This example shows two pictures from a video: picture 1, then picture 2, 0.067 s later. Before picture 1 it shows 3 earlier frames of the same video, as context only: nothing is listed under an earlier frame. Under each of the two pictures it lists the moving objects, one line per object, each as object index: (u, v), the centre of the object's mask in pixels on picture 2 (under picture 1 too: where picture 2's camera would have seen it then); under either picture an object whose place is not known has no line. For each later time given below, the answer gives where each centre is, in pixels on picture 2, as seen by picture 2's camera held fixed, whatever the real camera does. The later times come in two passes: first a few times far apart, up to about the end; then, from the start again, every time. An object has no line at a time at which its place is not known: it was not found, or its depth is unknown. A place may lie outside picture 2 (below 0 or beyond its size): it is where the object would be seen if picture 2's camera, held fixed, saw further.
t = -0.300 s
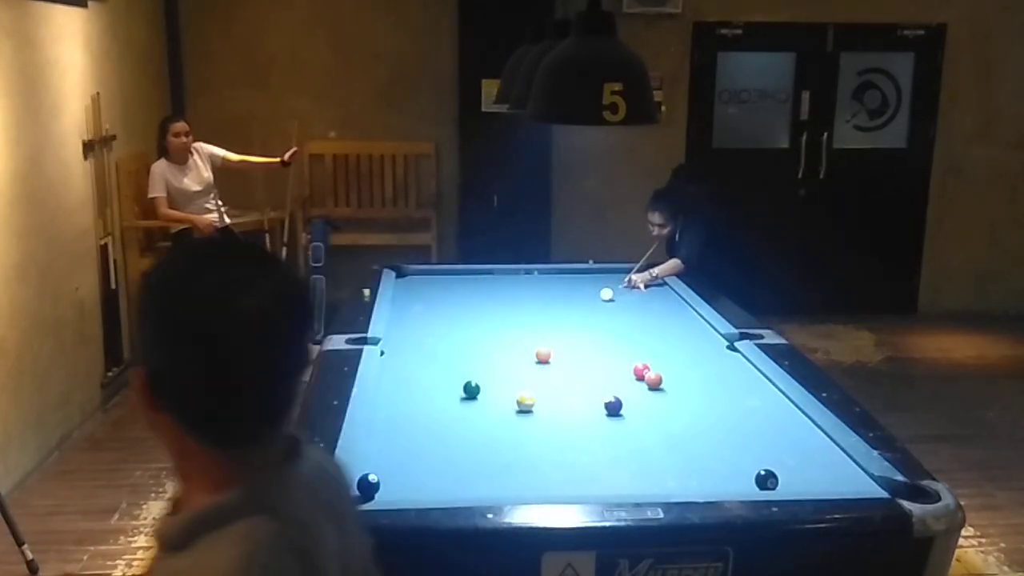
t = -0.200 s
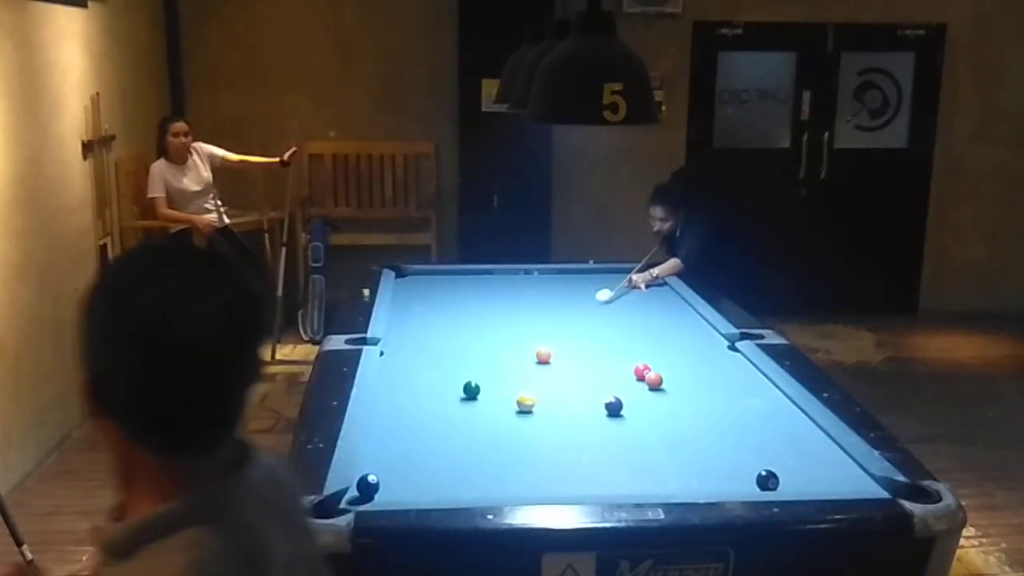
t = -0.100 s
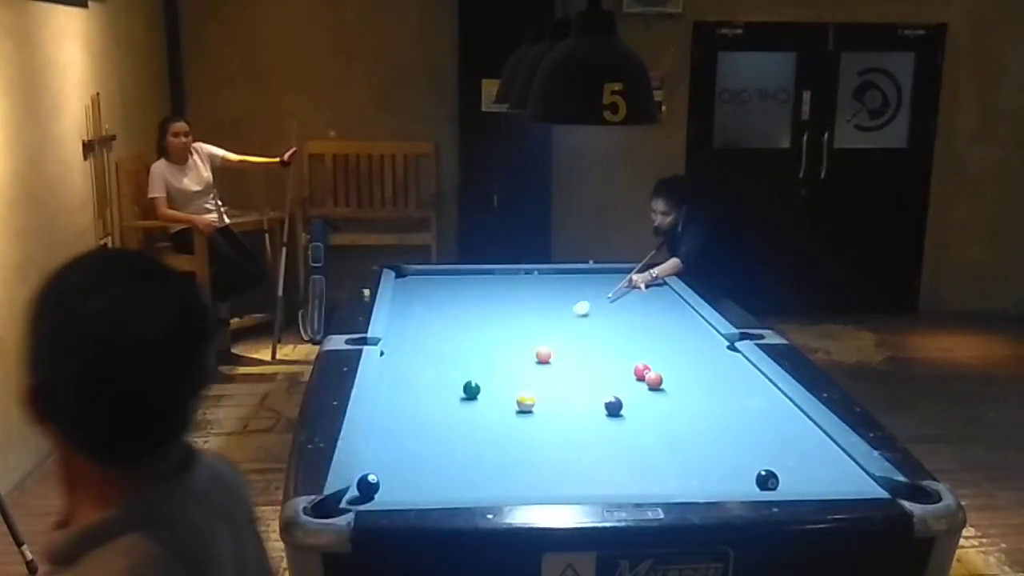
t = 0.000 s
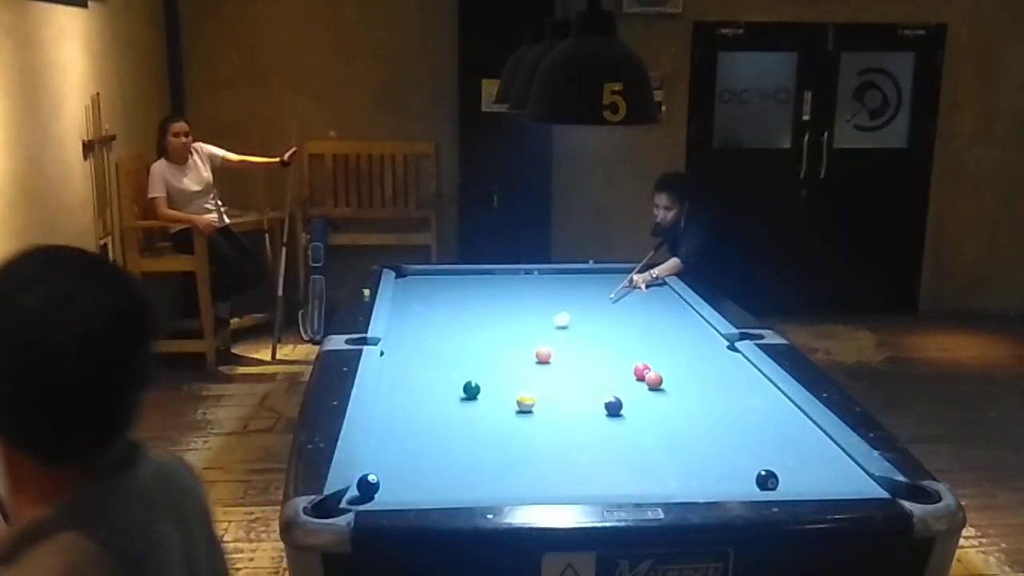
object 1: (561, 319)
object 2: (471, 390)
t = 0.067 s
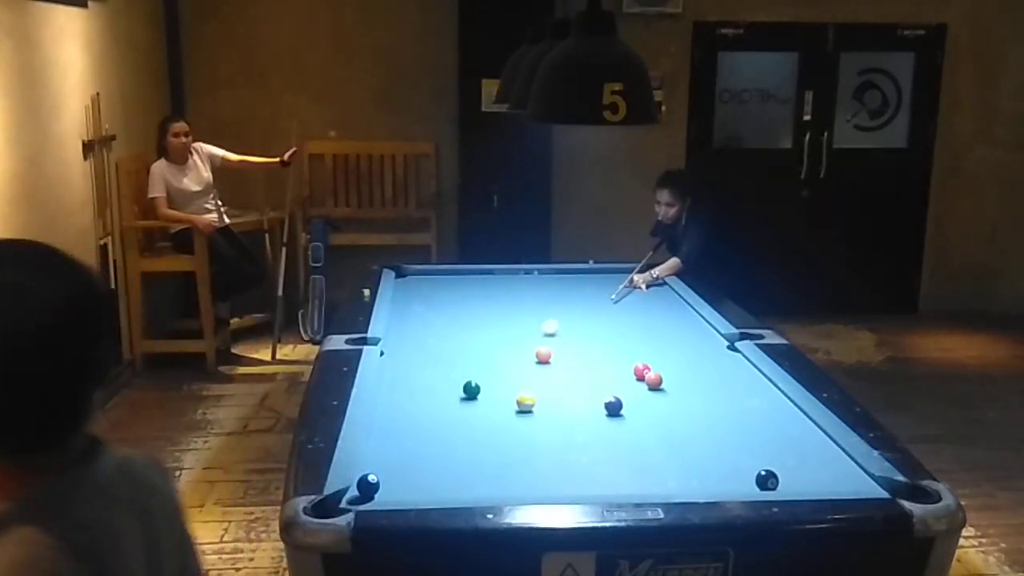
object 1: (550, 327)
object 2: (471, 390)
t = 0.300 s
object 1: (508, 354)
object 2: (471, 390)
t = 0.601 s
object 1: (436, 392)
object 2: (478, 393)
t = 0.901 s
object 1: (403, 430)
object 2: (503, 404)
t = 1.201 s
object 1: (471, 477)
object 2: (529, 415)
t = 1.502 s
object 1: (550, 474)
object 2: (555, 427)
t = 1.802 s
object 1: (617, 444)
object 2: (579, 437)
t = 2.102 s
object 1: (674, 420)
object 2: (603, 447)
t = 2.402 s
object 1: (721, 399)
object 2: (626, 456)
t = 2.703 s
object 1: (762, 381)
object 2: (646, 465)
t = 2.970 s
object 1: (721, 370)
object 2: (663, 473)
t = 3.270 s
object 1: (681, 359)
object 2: (680, 480)
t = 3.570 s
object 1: (645, 349)
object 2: (694, 485)
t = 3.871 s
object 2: (702, 486)
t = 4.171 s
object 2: (704, 486)
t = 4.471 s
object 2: (704, 486)
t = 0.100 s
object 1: (544, 331)
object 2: (471, 390)
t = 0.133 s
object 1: (539, 335)
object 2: (471, 390)
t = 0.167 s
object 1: (533, 338)
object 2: (471, 390)
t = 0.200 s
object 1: (527, 342)
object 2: (471, 390)
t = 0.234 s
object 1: (521, 346)
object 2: (471, 390)
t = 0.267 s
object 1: (515, 349)
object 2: (471, 390)
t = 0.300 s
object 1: (508, 354)
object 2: (471, 390)
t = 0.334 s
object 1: (502, 358)
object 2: (471, 390)
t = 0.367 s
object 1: (496, 362)
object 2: (471, 390)
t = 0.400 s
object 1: (488, 367)
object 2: (471, 390)
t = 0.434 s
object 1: (482, 371)
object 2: (471, 390)
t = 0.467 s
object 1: (476, 373)
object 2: (471, 390)
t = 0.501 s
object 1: (466, 378)
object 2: (471, 390)
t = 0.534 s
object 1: (457, 385)
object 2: (471, 390)
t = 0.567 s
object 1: (447, 388)
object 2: (475, 392)
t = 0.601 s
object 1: (436, 392)
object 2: (478, 393)
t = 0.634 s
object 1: (425, 396)
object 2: (480, 394)
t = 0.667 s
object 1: (413, 400)
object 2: (483, 395)
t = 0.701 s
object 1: (402, 404)
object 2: (487, 397)
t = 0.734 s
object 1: (390, 408)
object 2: (489, 398)
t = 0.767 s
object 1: (379, 413)
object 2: (492, 399)
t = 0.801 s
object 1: (383, 417)
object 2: (495, 400)
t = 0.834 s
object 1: (389, 421)
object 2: (498, 402)
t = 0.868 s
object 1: (396, 426)
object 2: (501, 403)
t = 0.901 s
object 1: (403, 430)
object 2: (503, 404)
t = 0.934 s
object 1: (410, 435)
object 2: (506, 405)
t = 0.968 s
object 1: (417, 440)
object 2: (509, 407)
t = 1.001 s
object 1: (424, 445)
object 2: (512, 408)
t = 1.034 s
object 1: (431, 450)
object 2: (515, 409)
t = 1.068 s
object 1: (439, 455)
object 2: (517, 411)
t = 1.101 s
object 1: (447, 460)
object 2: (521, 412)
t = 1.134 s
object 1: (454, 466)
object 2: (524, 413)
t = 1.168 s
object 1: (462, 472)
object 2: (526, 414)
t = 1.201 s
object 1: (471, 477)
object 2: (529, 415)
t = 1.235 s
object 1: (479, 483)
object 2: (532, 417)
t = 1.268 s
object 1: (488, 487)
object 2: (535, 418)
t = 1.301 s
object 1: (496, 490)
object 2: (538, 419)
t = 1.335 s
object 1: (507, 489)
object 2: (541, 420)
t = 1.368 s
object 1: (516, 487)
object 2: (543, 422)
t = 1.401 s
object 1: (524, 484)
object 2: (546, 423)
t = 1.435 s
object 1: (533, 482)
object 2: (549, 424)
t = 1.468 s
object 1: (542, 477)
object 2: (552, 425)
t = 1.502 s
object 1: (550, 474)
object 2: (555, 427)
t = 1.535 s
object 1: (558, 470)
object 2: (557, 428)
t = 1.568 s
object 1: (566, 466)
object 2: (560, 429)
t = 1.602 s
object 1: (574, 464)
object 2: (563, 430)
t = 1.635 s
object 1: (582, 460)
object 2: (566, 431)
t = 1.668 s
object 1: (589, 457)
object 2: (568, 432)
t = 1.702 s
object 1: (596, 454)
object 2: (571, 434)
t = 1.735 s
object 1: (603, 450)
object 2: (574, 435)
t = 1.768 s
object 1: (611, 448)
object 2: (577, 436)
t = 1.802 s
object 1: (617, 444)
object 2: (579, 437)
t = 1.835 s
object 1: (624, 442)
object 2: (582, 438)
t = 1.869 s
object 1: (631, 438)
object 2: (585, 439)
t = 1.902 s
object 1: (638, 436)
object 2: (587, 440)
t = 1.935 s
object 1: (644, 433)
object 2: (590, 441)
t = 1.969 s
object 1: (650, 430)
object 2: (593, 443)
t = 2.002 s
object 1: (656, 427)
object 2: (595, 444)
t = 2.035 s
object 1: (662, 425)
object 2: (598, 445)
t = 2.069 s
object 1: (668, 422)
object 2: (601, 446)
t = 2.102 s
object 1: (674, 420)
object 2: (603, 447)
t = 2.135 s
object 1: (680, 417)
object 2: (606, 448)
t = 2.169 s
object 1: (685, 414)
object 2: (608, 449)
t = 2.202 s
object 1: (690, 412)
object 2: (611, 450)
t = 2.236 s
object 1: (696, 410)
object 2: (613, 451)
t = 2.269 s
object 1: (701, 407)
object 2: (616, 452)
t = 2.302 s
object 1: (706, 405)
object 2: (618, 453)
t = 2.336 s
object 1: (712, 403)
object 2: (621, 454)
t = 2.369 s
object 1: (716, 401)
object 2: (623, 455)
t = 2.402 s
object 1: (721, 399)
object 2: (626, 456)
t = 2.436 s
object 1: (726, 397)
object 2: (628, 457)
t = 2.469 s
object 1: (731, 395)
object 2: (630, 458)
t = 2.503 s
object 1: (736, 393)
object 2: (633, 460)
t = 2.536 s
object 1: (740, 391)
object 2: (635, 461)
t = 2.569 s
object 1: (745, 389)
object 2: (637, 461)
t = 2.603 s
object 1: (749, 387)
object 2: (639, 462)
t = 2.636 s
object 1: (754, 385)
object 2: (642, 463)
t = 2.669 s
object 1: (758, 383)
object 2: (644, 464)
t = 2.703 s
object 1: (762, 381)
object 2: (646, 465)
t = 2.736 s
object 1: (757, 380)
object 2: (648, 466)
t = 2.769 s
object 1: (752, 379)
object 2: (650, 467)
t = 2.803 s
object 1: (746, 377)
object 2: (653, 468)
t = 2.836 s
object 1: (741, 376)
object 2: (655, 469)
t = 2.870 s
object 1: (736, 374)
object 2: (657, 470)
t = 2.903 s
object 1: (731, 373)
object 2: (659, 471)
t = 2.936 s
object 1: (726, 371)
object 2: (661, 472)
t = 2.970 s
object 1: (721, 370)
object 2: (663, 473)
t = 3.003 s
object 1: (717, 369)
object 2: (665, 474)
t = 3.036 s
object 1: (712, 367)
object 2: (667, 475)
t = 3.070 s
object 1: (707, 366)
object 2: (669, 476)
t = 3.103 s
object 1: (703, 365)
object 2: (671, 476)
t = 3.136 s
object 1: (698, 364)
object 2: (673, 477)
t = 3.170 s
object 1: (694, 362)
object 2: (674, 478)
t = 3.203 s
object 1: (690, 361)
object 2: (676, 479)
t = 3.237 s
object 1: (685, 360)
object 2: (678, 480)
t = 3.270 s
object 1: (681, 359)
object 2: (680, 480)
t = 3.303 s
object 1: (677, 358)
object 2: (682, 481)
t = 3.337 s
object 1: (673, 356)
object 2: (683, 482)
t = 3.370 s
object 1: (669, 356)
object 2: (685, 482)
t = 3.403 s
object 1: (665, 354)
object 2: (686, 483)
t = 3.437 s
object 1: (661, 353)
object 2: (688, 483)
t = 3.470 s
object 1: (657, 352)
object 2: (689, 483)
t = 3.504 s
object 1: (653, 351)
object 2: (691, 484)
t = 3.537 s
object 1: (649, 350)
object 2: (692, 484)
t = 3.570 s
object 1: (645, 349)
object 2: (694, 485)
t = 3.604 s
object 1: (642, 348)
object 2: (695, 485)
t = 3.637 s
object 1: (638, 347)
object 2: (696, 486)
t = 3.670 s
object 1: (635, 346)
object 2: (698, 486)
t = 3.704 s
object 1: (631, 345)
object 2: (699, 486)
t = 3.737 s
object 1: (628, 344)
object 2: (700, 487)
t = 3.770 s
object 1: (624, 343)
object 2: (701, 487)
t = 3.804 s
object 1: (620, 342)
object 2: (701, 487)
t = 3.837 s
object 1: (617, 341)
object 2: (701, 487)
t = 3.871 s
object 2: (702, 486)
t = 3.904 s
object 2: (702, 486)
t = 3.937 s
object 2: (702, 486)
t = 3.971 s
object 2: (703, 486)
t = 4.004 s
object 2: (703, 486)
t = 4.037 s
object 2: (703, 486)
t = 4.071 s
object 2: (703, 486)
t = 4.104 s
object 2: (704, 486)
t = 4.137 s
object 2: (704, 486)
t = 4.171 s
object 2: (704, 486)
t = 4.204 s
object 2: (704, 486)
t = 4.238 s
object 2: (704, 486)
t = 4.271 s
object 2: (704, 486)
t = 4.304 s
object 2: (704, 486)
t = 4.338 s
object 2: (704, 486)
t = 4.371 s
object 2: (704, 486)
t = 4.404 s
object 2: (704, 486)
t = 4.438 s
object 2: (704, 486)
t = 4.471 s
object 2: (704, 486)
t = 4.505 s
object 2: (704, 486)
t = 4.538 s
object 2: (704, 486)
